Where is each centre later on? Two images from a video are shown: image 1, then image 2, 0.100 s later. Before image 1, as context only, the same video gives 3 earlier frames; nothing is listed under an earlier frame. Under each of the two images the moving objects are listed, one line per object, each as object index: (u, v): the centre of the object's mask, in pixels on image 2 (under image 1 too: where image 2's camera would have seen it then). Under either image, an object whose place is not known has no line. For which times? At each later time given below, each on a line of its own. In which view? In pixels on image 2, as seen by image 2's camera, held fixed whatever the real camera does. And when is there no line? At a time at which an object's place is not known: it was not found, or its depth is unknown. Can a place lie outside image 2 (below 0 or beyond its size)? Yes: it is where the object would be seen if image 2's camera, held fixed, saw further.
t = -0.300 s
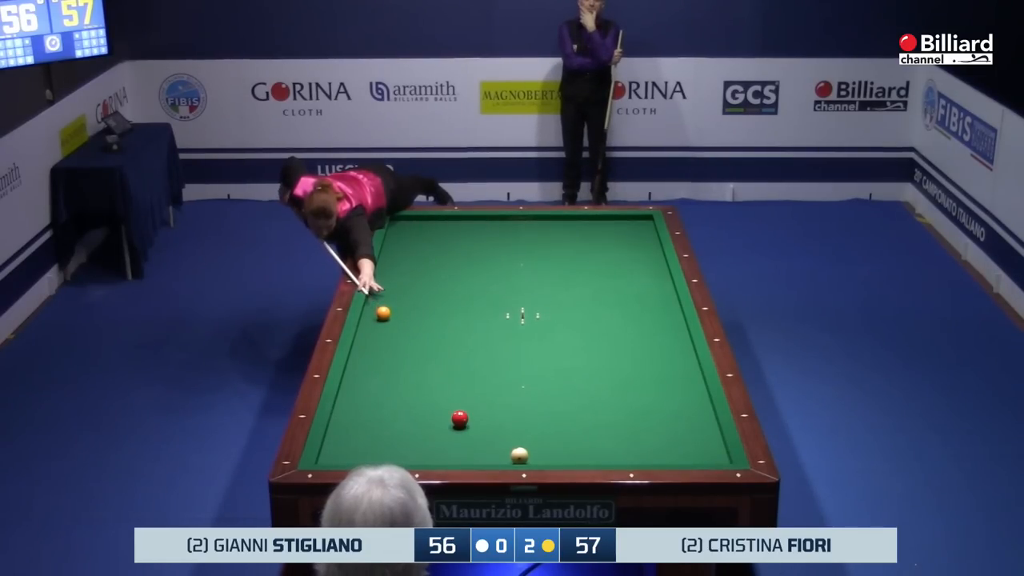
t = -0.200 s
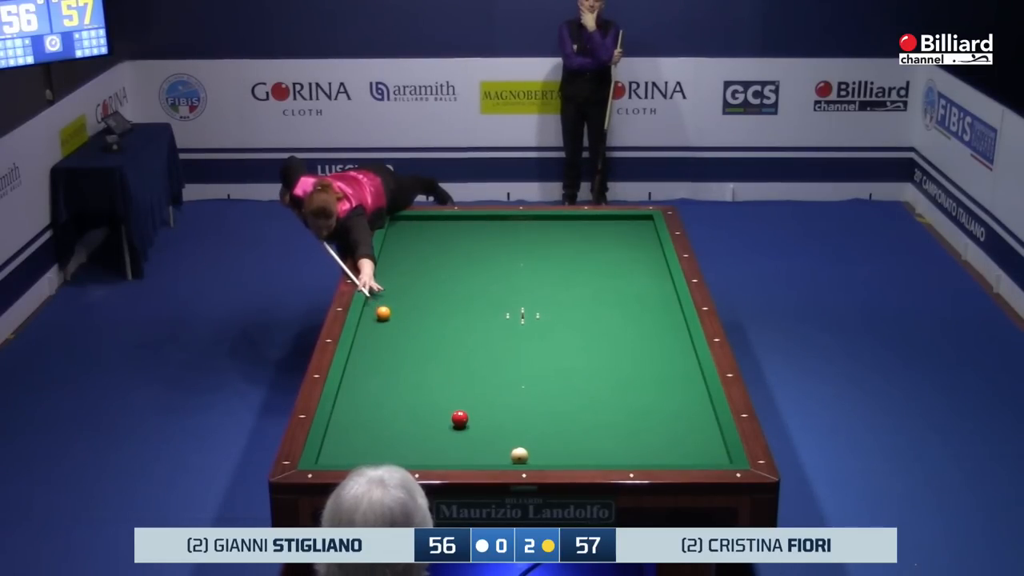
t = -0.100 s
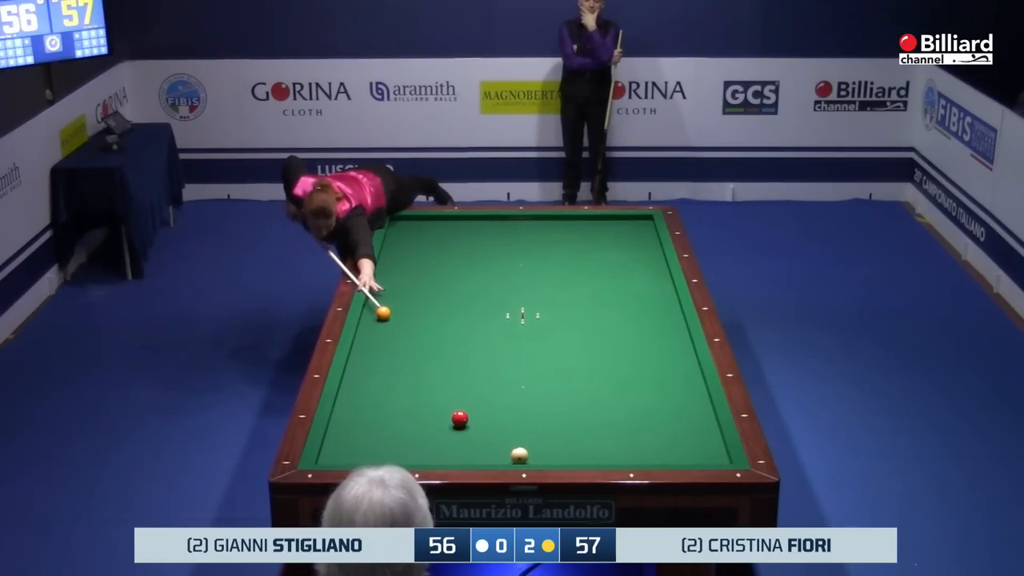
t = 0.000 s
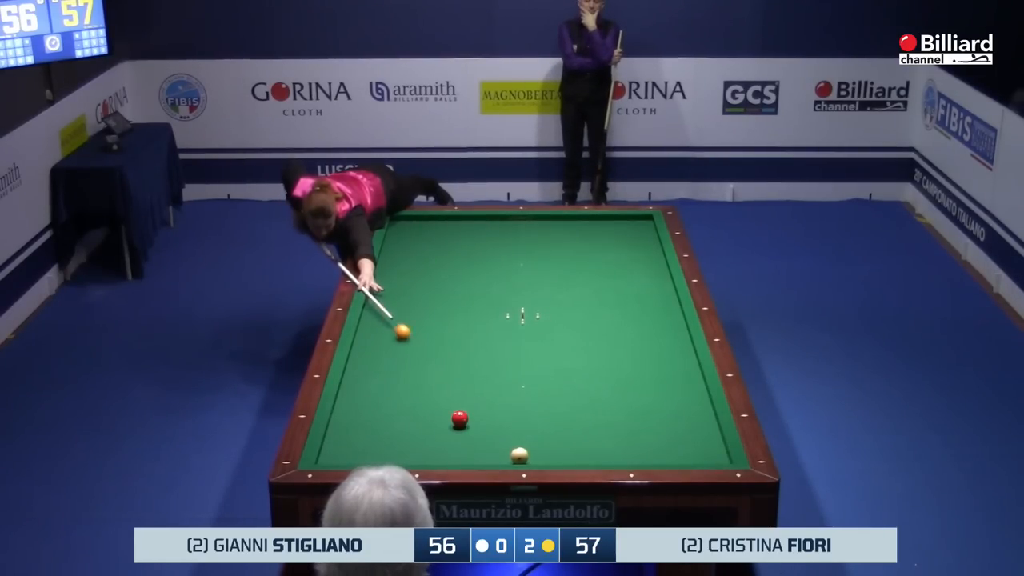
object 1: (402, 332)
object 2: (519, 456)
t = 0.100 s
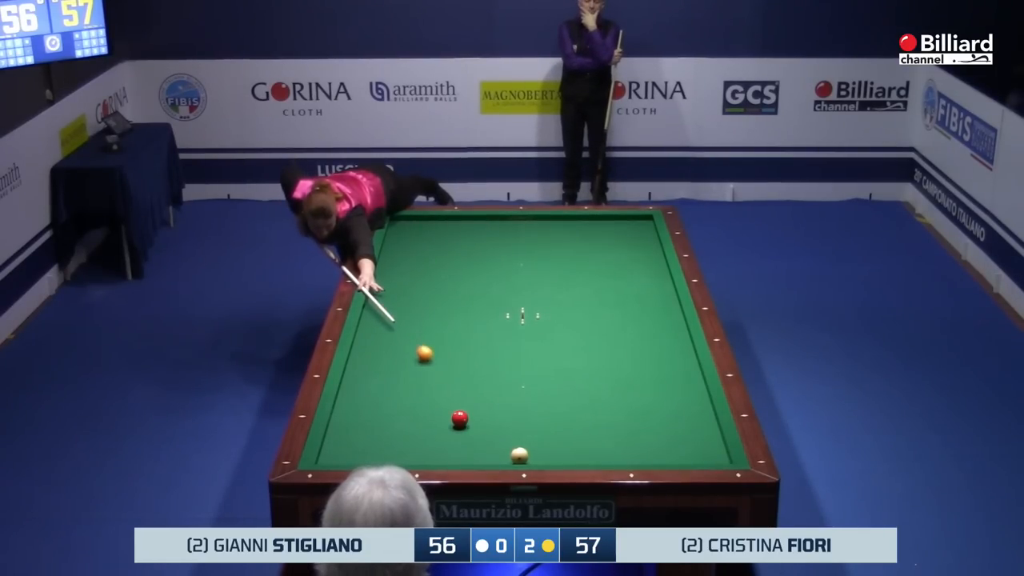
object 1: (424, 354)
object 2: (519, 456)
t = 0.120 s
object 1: (428, 358)
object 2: (519, 456)
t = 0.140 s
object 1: (433, 363)
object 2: (519, 456)
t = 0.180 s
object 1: (442, 371)
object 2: (519, 456)
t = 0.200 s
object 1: (446, 376)
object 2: (519, 456)
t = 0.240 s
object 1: (456, 385)
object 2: (519, 456)
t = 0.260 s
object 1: (461, 389)
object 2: (519, 456)
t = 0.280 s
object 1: (466, 394)
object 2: (519, 456)
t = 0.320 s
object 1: (476, 404)
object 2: (519, 456)
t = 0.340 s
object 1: (480, 409)
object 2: (519, 456)
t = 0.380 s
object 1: (491, 419)
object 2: (519, 456)
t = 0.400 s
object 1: (496, 424)
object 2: (519, 456)
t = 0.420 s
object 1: (501, 430)
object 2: (519, 456)
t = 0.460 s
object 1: (512, 439)
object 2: (519, 456)
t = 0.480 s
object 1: (518, 442)
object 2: (519, 455)
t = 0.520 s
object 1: (532, 450)
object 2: (518, 458)
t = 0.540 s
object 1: (539, 451)
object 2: (517, 457)
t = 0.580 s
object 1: (552, 452)
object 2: (517, 453)
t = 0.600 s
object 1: (559, 453)
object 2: (516, 449)
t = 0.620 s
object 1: (565, 453)
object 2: (516, 446)
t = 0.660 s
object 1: (579, 455)
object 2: (516, 440)
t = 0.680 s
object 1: (586, 455)
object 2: (515, 436)
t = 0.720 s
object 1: (599, 457)
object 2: (515, 430)
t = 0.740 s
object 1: (606, 458)
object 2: (515, 428)
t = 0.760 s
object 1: (613, 459)
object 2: (515, 425)
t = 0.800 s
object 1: (624, 458)
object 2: (514, 420)
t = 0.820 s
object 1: (630, 457)
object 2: (514, 417)
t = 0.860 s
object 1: (640, 455)
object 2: (514, 412)
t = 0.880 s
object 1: (646, 455)
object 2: (514, 409)
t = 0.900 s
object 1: (651, 455)
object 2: (514, 407)
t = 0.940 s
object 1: (662, 454)
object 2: (513, 402)
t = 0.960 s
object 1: (667, 453)
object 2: (513, 399)
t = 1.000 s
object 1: (678, 451)
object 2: (513, 394)
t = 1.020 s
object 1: (683, 450)
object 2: (513, 392)
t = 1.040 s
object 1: (689, 450)
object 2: (513, 389)
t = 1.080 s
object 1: (699, 448)
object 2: (512, 385)
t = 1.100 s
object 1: (704, 447)
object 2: (512, 383)
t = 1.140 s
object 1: (715, 445)
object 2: (512, 378)
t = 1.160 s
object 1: (718, 445)
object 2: (512, 376)
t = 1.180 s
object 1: (713, 443)
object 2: (512, 373)
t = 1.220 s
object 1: (704, 440)
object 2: (511, 369)
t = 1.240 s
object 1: (699, 439)
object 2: (511, 367)
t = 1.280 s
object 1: (691, 437)
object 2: (511, 362)
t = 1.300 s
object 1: (687, 435)
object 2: (511, 360)
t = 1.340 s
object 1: (680, 433)
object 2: (510, 356)
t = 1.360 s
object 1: (677, 432)
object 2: (510, 354)
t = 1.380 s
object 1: (673, 431)
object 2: (510, 352)
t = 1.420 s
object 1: (667, 429)
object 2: (510, 348)
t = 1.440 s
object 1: (664, 428)
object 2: (510, 346)
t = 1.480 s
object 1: (657, 426)
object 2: (509, 342)
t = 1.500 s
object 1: (654, 425)
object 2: (510, 340)
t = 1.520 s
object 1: (651, 423)
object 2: (509, 338)
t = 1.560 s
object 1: (645, 421)
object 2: (509, 334)
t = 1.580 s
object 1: (642, 420)
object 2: (509, 332)
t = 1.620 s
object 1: (635, 418)
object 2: (509, 328)
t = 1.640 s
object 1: (632, 417)
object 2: (509, 327)
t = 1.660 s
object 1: (629, 416)
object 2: (509, 325)
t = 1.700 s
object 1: (623, 413)
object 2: (508, 321)
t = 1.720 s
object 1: (620, 412)
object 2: (508, 319)
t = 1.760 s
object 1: (614, 410)
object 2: (508, 316)
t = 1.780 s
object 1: (611, 409)
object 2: (508, 314)
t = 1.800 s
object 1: (608, 408)
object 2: (508, 312)
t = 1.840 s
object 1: (602, 406)
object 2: (508, 309)
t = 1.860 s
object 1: (599, 405)
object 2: (508, 307)
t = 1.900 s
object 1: (593, 403)
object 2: (507, 304)
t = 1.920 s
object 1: (590, 402)
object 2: (507, 302)
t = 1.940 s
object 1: (587, 401)
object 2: (507, 300)
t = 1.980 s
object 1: (581, 399)
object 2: (507, 297)
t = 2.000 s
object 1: (579, 398)
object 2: (506, 296)
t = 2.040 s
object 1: (573, 396)
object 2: (506, 292)
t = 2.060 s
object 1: (570, 395)
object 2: (506, 291)
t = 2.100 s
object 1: (564, 393)
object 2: (505, 288)
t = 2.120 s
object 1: (562, 392)
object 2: (505, 286)
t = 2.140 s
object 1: (559, 391)
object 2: (505, 285)
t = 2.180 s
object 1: (553, 390)
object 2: (505, 282)
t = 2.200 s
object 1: (551, 389)
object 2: (505, 280)
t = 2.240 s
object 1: (545, 387)
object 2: (504, 277)
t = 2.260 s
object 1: (543, 386)
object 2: (504, 276)
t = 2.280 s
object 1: (540, 385)
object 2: (504, 274)
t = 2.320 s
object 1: (535, 383)
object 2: (503, 272)
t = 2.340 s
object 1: (532, 382)
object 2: (505, 270)
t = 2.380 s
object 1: (527, 380)
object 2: (505, 267)
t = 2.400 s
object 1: (524, 380)
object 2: (505, 266)
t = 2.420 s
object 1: (522, 379)
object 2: (505, 264)
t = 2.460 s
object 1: (517, 377)
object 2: (505, 262)
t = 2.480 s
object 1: (514, 376)
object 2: (505, 261)
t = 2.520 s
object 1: (509, 374)
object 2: (504, 258)
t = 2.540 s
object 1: (506, 374)
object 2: (504, 256)
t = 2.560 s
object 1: (504, 373)
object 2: (504, 255)
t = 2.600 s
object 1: (499, 371)
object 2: (504, 253)
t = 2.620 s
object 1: (497, 370)
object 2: (504, 251)
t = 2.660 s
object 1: (492, 368)
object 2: (504, 249)
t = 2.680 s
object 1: (489, 368)
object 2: (504, 247)
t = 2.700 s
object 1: (487, 367)
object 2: (504, 246)
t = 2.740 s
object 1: (482, 365)
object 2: (504, 244)
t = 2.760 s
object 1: (480, 364)
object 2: (504, 243)
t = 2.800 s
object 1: (475, 362)
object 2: (503, 240)
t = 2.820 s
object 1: (473, 362)
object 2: (503, 239)
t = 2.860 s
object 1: (468, 360)
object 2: (503, 237)
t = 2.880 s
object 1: (466, 359)
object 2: (503, 235)
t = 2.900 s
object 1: (464, 358)
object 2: (503, 234)
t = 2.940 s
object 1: (459, 357)
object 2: (503, 232)
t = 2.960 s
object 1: (457, 356)
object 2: (503, 231)
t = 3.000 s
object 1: (452, 354)
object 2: (502, 228)
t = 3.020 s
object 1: (450, 354)
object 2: (502, 227)
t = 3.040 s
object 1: (448, 353)
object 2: (502, 226)
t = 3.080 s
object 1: (443, 351)
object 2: (502, 224)
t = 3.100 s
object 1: (441, 350)
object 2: (502, 223)
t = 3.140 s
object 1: (437, 349)
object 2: (502, 221)
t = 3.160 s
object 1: (434, 348)
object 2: (502, 220)
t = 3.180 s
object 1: (432, 348)
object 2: (502, 218)
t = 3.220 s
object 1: (428, 346)
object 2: (502, 218)
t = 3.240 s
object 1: (426, 345)
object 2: (502, 218)
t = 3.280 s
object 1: (421, 344)
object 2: (502, 220)
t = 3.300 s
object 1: (419, 343)
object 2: (502, 221)
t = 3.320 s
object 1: (417, 342)
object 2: (502, 222)
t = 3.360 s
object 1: (413, 341)
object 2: (502, 223)
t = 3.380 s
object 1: (411, 340)
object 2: (502, 223)
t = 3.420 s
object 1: (407, 339)
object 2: (502, 225)
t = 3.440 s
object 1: (405, 338)
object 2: (502, 226)
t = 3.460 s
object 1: (403, 337)
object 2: (501, 226)
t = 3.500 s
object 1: (399, 336)
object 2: (501, 227)
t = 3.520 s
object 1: (397, 335)
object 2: (501, 228)
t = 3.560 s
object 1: (393, 334)
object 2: (501, 229)
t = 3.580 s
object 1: (391, 333)
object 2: (501, 230)
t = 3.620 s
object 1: (387, 332)
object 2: (501, 231)
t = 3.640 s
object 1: (385, 331)
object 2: (501, 232)
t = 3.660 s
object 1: (383, 330)
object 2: (501, 233)
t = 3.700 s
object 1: (379, 329)
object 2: (501, 234)
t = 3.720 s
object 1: (377, 328)
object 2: (501, 235)
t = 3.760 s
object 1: (373, 327)
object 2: (501, 236)
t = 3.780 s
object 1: (371, 326)
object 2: (501, 236)
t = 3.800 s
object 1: (369, 326)
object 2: (501, 237)
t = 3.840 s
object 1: (366, 324)
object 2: (501, 238)
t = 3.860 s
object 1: (364, 324)
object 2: (501, 239)
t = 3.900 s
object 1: (366, 323)
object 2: (501, 240)
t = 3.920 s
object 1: (368, 322)
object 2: (501, 241)
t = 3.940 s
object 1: (369, 322)
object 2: (501, 242)
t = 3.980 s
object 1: (372, 321)
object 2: (501, 243)
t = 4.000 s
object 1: (373, 321)
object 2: (500, 244)
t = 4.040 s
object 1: (376, 320)
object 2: (500, 245)
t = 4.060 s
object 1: (377, 320)
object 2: (500, 246)
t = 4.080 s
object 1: (378, 319)
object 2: (500, 247)
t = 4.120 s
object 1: (380, 318)
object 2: (500, 248)
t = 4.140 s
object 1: (381, 318)
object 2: (500, 249)
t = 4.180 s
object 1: (384, 317)
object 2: (501, 250)
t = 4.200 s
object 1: (385, 316)
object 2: (500, 251)
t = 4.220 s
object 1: (386, 316)
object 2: (500, 251)
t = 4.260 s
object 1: (388, 315)
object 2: (500, 253)
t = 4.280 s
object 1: (389, 315)
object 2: (500, 253)
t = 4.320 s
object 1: (391, 314)
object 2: (500, 255)
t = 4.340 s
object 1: (392, 314)
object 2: (500, 255)
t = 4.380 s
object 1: (395, 313)
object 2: (500, 257)
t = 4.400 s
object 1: (396, 313)
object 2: (500, 257)
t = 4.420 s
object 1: (397, 312)
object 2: (500, 258)
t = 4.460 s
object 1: (399, 311)
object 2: (500, 259)
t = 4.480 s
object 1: (400, 311)
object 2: (500, 260)
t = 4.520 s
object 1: (402, 310)
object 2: (500, 261)
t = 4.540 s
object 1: (403, 310)
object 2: (500, 262)
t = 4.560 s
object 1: (404, 310)
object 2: (500, 263)
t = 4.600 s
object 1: (406, 309)
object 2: (500, 264)
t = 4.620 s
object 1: (407, 308)
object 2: (499, 265)
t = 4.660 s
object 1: (409, 308)
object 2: (499, 266)
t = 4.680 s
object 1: (410, 307)
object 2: (499, 267)
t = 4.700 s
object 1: (411, 307)
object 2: (499, 268)
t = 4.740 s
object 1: (414, 306)
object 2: (499, 269)
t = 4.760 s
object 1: (414, 306)
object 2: (499, 270)
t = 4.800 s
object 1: (417, 305)
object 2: (499, 271)
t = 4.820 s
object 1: (417, 305)
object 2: (499, 272)
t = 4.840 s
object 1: (419, 304)
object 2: (499, 273)
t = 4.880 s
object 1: (420, 304)
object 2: (498, 274)
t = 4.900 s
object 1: (421, 303)
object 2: (498, 275)
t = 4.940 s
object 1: (423, 303)
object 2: (498, 276)
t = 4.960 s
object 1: (424, 302)
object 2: (498, 277)
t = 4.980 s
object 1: (425, 302)
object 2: (498, 277)
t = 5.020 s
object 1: (427, 301)
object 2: (498, 279)
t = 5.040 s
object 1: (428, 301)
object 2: (498, 280)
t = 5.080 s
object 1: (430, 301)
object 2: (498, 281)
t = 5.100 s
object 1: (431, 300)
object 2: (498, 281)
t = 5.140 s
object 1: (433, 299)
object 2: (497, 283)
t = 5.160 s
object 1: (434, 299)
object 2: (497, 284)
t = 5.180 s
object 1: (435, 299)
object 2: (497, 284)
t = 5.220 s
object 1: (437, 298)
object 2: (497, 286)
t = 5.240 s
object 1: (437, 298)
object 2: (497, 286)
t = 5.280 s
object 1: (439, 297)
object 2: (497, 288)
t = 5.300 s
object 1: (440, 297)
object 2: (497, 289)
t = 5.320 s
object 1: (441, 297)
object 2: (496, 289)
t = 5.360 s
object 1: (443, 296)
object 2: (497, 291)
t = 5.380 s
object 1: (444, 296)
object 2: (496, 291)
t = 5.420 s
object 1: (446, 295)
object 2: (496, 293)
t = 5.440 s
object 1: (446, 295)
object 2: (496, 294)
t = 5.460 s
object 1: (447, 294)
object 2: (496, 294)
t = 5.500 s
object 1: (449, 294)
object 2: (496, 296)
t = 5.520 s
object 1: (450, 294)
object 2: (496, 296)
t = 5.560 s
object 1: (452, 293)
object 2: (496, 298)
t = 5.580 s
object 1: (453, 293)
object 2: (495, 299)
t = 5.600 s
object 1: (453, 293)
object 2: (495, 299)
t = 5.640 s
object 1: (455, 292)
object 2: (495, 301)
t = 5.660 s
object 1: (456, 292)
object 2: (495, 302)
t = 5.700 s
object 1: (457, 291)
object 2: (495, 303)
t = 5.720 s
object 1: (458, 291)
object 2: (495, 303)
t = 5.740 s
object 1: (459, 291)
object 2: (495, 304)
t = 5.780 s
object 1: (461, 290)
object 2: (495, 306)
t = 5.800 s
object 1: (461, 290)
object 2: (495, 307)
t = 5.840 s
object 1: (463, 289)
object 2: (494, 308)
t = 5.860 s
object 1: (464, 289)
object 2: (494, 309)
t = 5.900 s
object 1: (465, 288)
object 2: (494, 310)
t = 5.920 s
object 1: (466, 288)
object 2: (494, 311)
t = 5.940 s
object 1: (467, 288)
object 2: (494, 312)
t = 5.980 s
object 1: (469, 287)
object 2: (494, 313)
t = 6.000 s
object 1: (469, 287)
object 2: (494, 314)
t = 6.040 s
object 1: (471, 287)
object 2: (493, 315)
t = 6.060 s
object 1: (472, 286)
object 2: (493, 316)
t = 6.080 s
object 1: (472, 286)
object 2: (493, 317)
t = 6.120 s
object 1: (474, 285)
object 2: (493, 318)
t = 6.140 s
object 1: (474, 285)
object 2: (493, 319)
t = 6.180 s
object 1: (476, 284)
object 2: (493, 320)
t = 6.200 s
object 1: (477, 284)
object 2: (493, 321)
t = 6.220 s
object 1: (477, 284)
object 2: (493, 322)
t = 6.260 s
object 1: (479, 284)
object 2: (493, 323)
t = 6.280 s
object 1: (479, 283)
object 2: (493, 324)
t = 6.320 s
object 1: (481, 283)
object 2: (492, 326)
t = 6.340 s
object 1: (481, 283)
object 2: (492, 326)
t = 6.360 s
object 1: (482, 282)
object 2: (492, 327)
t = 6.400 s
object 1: (484, 282)
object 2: (492, 329)
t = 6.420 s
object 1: (484, 281)
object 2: (492, 329)
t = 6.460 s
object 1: (486, 281)
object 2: (492, 331)
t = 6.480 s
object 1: (486, 281)
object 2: (492, 331)
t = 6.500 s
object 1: (487, 280)
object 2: (492, 332)
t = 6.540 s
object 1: (488, 280)
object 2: (492, 334)
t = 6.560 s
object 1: (489, 280)
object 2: (492, 334)
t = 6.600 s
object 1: (490, 279)
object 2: (492, 336)
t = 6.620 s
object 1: (491, 279)
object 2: (492, 337)
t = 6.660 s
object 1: (492, 279)
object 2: (492, 338)
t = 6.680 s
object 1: (493, 278)
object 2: (492, 339)
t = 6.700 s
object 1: (494, 278)
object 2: (491, 339)
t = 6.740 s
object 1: (495, 278)
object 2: (491, 341)
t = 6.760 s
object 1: (496, 278)
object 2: (491, 342)
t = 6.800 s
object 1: (497, 277)
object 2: (491, 343)
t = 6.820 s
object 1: (497, 277)
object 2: (491, 344)
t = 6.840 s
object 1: (498, 277)
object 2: (491, 345)
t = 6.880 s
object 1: (499, 276)
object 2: (491, 346)
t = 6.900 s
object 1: (500, 276)
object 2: (491, 347)
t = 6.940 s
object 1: (501, 276)
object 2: (490, 348)
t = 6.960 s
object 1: (502, 275)
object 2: (490, 349)
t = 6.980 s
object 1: (502, 275)
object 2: (490, 350)
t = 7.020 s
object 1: (503, 275)
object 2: (490, 351)
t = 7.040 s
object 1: (504, 274)
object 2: (490, 352)
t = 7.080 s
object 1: (505, 274)
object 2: (490, 354)
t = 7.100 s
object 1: (506, 274)
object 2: (490, 354)
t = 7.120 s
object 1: (506, 274)
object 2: (490, 355)
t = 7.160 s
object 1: (508, 273)
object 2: (489, 357)
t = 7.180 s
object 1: (508, 273)
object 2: (489, 358)
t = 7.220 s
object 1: (509, 273)
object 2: (489, 359)
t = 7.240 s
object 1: (510, 272)
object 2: (489, 360)
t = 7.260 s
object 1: (510, 272)
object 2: (489, 360)
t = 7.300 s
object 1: (512, 272)
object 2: (489, 362)
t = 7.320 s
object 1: (512, 272)
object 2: (489, 363)
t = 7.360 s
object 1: (513, 271)
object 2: (489, 364)
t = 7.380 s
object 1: (514, 271)
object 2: (489, 365)
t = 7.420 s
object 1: (515, 271)
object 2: (489, 366)
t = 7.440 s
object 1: (515, 270)
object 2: (489, 367)
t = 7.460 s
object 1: (516, 270)
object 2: (488, 368)
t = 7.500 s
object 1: (517, 270)
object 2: (488, 369)
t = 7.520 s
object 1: (517, 270)
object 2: (488, 370)
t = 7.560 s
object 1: (519, 269)
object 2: (488, 372)
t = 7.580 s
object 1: (519, 269)
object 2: (488, 372)
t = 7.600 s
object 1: (520, 269)
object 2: (488, 373)
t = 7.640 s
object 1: (520, 269)
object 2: (488, 375)
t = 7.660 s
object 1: (521, 268)
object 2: (488, 375)
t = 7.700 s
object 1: (522, 268)
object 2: (488, 377)
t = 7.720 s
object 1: (523, 268)
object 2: (488, 378)
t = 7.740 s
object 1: (523, 268)
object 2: (487, 378)
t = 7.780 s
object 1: (524, 267)
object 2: (487, 380)
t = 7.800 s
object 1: (525, 267)
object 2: (487, 380)
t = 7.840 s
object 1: (526, 267)
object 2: (487, 382)
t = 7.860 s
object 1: (526, 267)
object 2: (487, 383)
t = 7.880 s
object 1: (526, 267)
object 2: (487, 383)
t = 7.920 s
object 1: (528, 266)
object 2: (487, 385)
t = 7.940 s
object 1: (528, 266)
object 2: (487, 386)
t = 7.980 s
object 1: (529, 266)
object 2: (487, 387)
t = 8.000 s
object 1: (529, 265)
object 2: (487, 388)
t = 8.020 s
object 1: (530, 265)
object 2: (487, 389)
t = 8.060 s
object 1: (531, 265)
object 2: (486, 390)
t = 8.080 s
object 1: (531, 265)
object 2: (487, 391)
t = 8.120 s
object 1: (532, 264)
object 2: (486, 392)
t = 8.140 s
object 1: (533, 264)
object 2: (486, 393)
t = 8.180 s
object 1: (533, 264)
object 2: (486, 395)
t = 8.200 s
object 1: (534, 264)
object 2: (486, 395)
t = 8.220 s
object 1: (534, 264)
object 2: (486, 396)
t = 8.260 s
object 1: (535, 263)
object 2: (486, 398)
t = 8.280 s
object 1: (536, 263)
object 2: (486, 398)
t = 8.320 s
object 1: (536, 263)
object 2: (486, 400)
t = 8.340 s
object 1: (537, 263)
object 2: (486, 401)
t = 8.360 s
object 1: (537, 263)
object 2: (486, 401)
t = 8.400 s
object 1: (538, 262)
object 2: (486, 403)
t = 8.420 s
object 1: (538, 262)
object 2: (486, 404)
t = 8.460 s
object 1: (539, 262)
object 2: (485, 405)
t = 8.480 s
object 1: (540, 262)
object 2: (485, 406)
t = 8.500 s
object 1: (540, 262)
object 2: (485, 407)
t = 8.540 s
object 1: (541, 262)
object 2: (485, 408)
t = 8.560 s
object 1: (541, 262)
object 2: (485, 409)
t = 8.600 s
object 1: (542, 261)
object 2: (485, 410)
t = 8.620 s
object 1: (543, 261)
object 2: (485, 411)
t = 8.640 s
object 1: (543, 261)
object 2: (485, 412)
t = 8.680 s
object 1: (544, 261)
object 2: (485, 413)
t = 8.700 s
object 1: (544, 261)
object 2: (484, 414)
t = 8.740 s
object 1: (545, 260)
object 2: (484, 415)
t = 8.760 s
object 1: (545, 260)
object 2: (484, 416)
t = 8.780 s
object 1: (545, 260)
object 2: (484, 417)
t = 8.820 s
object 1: (546, 260)
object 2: (484, 418)
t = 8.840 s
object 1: (547, 260)
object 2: (484, 419)
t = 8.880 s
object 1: (547, 259)
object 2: (484, 420)
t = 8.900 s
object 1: (548, 259)
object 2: (484, 421)
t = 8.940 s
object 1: (548, 259)
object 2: (483, 423)
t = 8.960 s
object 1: (549, 259)
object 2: (483, 423)
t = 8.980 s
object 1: (549, 259)
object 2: (483, 424)
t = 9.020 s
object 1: (550, 258)
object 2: (483, 425)
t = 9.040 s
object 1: (550, 258)
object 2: (483, 426)
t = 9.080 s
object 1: (551, 258)
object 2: (483, 428)
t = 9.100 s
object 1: (551, 258)
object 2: (483, 428)
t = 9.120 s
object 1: (552, 258)
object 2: (482, 429)
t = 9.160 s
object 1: (552, 258)
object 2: (482, 431)
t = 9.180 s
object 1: (552, 258)
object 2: (482, 431)
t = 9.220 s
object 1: (553, 258)
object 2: (482, 433)
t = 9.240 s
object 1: (553, 257)
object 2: (482, 433)
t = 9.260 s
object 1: (554, 257)
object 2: (482, 434)
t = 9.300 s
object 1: (554, 257)
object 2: (482, 436)
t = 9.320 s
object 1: (554, 257)
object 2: (481, 436)
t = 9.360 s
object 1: (555, 257)
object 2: (481, 438)
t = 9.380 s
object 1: (555, 256)
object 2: (481, 438)
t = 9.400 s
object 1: (556, 256)
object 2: (481, 439)
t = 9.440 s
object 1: (556, 256)
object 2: (481, 440)
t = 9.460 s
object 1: (556, 256)
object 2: (481, 441)
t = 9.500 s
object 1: (557, 256)
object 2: (481, 443)
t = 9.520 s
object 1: (557, 256)
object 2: (481, 443)
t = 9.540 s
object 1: (557, 256)
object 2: (480, 444)
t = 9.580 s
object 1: (558, 256)
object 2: (480, 446)
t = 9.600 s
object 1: (558, 256)
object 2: (480, 446)
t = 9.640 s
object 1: (559, 255)
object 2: (480, 448)
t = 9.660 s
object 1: (559, 255)
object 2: (480, 448)
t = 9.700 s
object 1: (560, 255)
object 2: (480, 450)
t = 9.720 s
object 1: (560, 255)
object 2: (480, 450)
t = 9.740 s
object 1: (560, 255)
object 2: (480, 451)
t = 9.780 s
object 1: (561, 255)
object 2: (479, 452)
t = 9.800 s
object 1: (561, 255)
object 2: (479, 453)
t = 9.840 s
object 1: (561, 254)
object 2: (479, 454)
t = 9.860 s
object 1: (562, 254)
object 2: (479, 454)
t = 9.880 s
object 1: (562, 254)
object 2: (479, 455)
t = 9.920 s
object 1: (562, 254)
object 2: (479, 455)
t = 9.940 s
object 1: (563, 254)
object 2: (479, 456)
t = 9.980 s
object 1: (563, 254)
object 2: (478, 457)
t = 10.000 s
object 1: (563, 254)
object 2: (478, 457)
